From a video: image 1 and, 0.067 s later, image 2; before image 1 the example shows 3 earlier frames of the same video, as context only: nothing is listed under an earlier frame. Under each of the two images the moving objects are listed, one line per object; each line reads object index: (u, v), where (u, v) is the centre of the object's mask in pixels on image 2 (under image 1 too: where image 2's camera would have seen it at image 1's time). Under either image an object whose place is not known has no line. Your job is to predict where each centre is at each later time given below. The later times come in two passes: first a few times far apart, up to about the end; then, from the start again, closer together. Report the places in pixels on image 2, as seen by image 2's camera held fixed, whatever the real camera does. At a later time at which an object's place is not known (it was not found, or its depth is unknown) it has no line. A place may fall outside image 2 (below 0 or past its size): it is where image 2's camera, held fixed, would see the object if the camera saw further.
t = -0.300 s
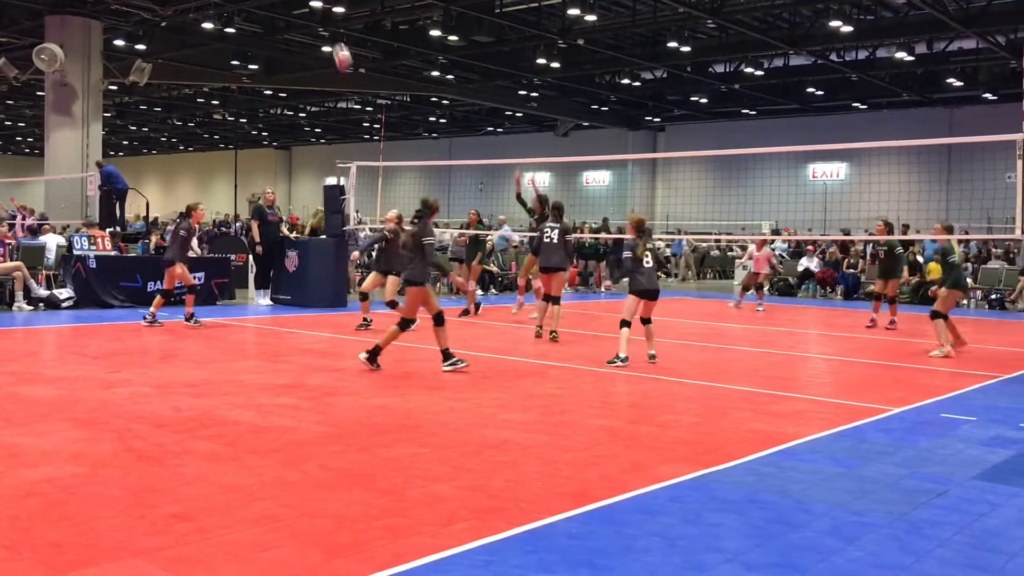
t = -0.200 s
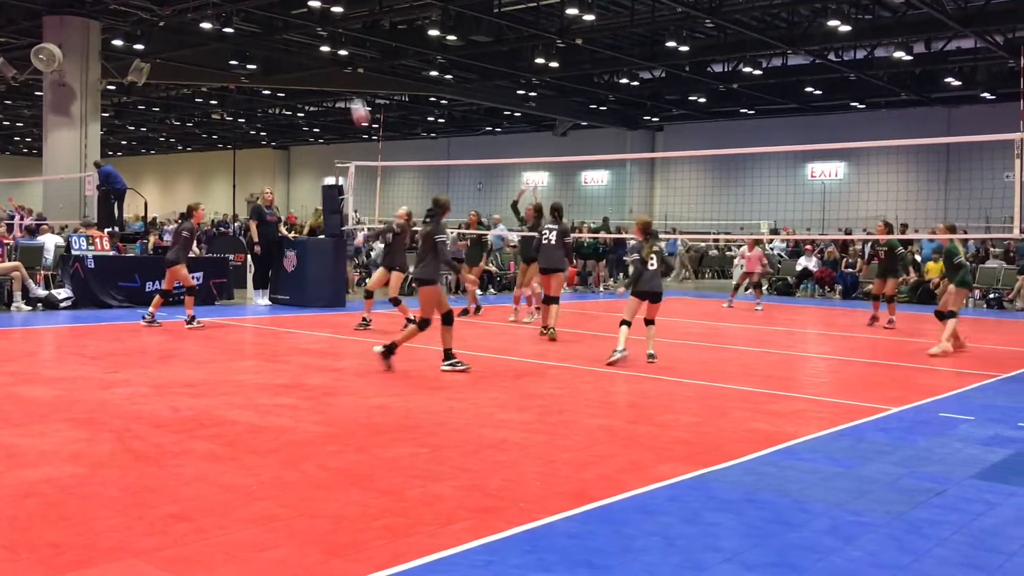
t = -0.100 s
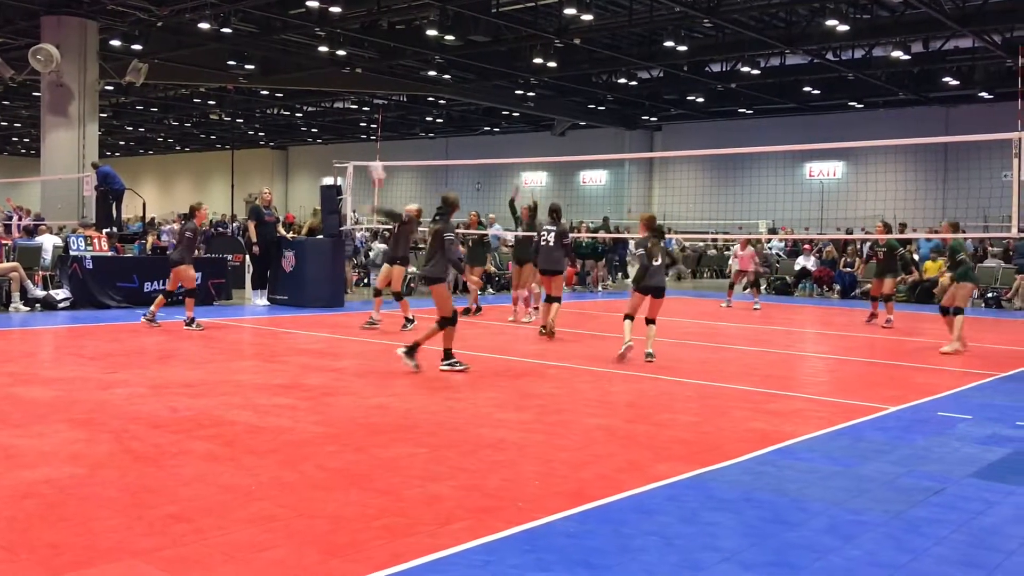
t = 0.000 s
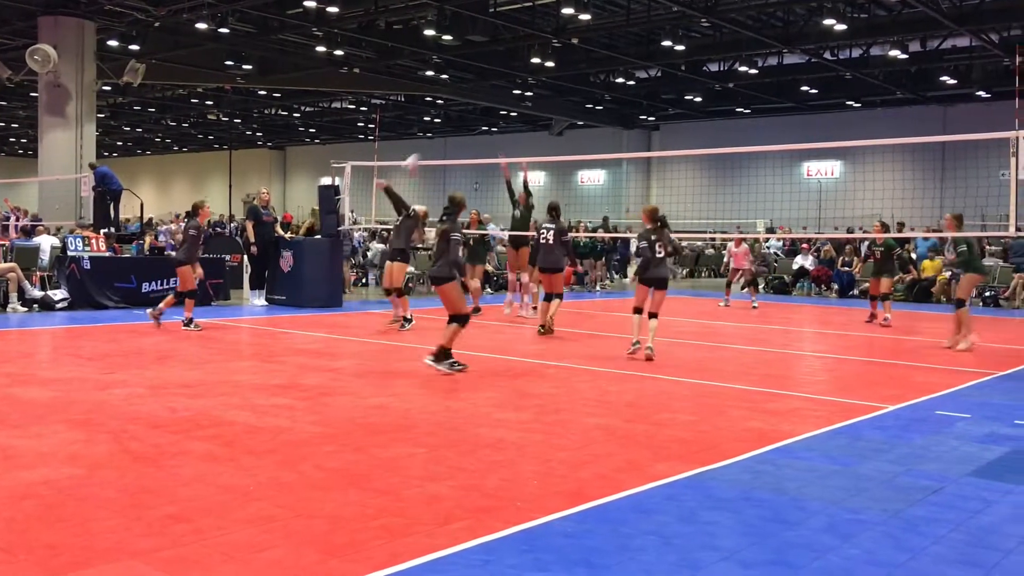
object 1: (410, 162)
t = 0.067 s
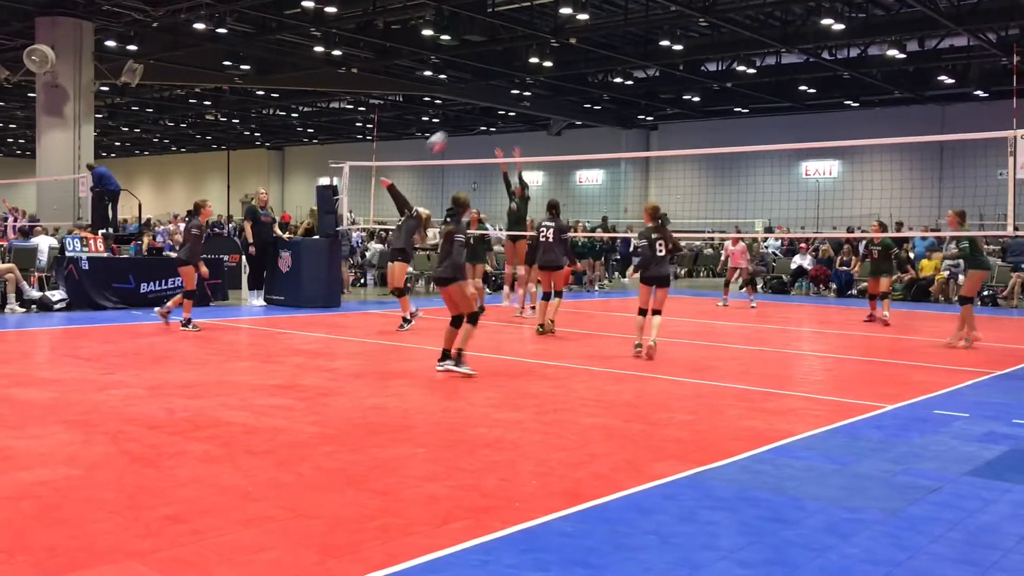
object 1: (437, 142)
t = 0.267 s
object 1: (511, 100)
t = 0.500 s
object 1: (584, 93)
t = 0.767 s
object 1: (653, 128)
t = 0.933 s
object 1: (690, 170)
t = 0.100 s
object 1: (450, 132)
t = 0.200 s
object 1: (488, 109)
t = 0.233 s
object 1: (500, 104)
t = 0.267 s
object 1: (511, 100)
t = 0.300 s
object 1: (523, 96)
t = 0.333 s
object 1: (534, 93)
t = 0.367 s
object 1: (545, 91)
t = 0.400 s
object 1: (555, 90)
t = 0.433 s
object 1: (565, 90)
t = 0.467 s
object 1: (575, 91)
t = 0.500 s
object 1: (584, 93)
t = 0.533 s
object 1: (594, 94)
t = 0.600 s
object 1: (612, 101)
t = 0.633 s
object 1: (620, 106)
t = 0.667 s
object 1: (629, 110)
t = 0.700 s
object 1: (637, 115)
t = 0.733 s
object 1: (646, 122)
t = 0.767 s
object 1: (653, 128)
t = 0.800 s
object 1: (661, 135)
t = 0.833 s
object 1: (668, 142)
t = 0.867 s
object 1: (675, 147)
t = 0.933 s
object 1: (690, 170)
